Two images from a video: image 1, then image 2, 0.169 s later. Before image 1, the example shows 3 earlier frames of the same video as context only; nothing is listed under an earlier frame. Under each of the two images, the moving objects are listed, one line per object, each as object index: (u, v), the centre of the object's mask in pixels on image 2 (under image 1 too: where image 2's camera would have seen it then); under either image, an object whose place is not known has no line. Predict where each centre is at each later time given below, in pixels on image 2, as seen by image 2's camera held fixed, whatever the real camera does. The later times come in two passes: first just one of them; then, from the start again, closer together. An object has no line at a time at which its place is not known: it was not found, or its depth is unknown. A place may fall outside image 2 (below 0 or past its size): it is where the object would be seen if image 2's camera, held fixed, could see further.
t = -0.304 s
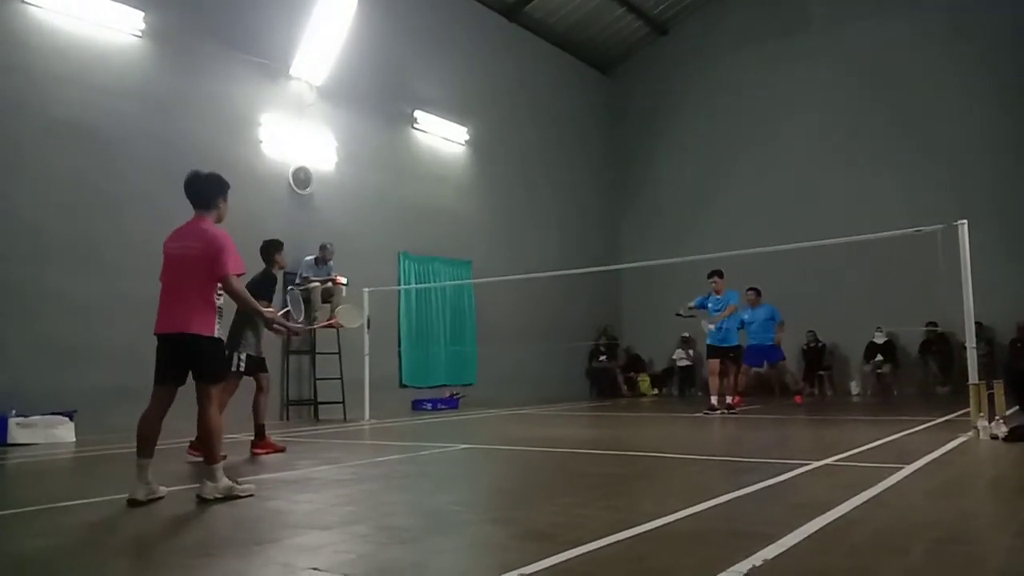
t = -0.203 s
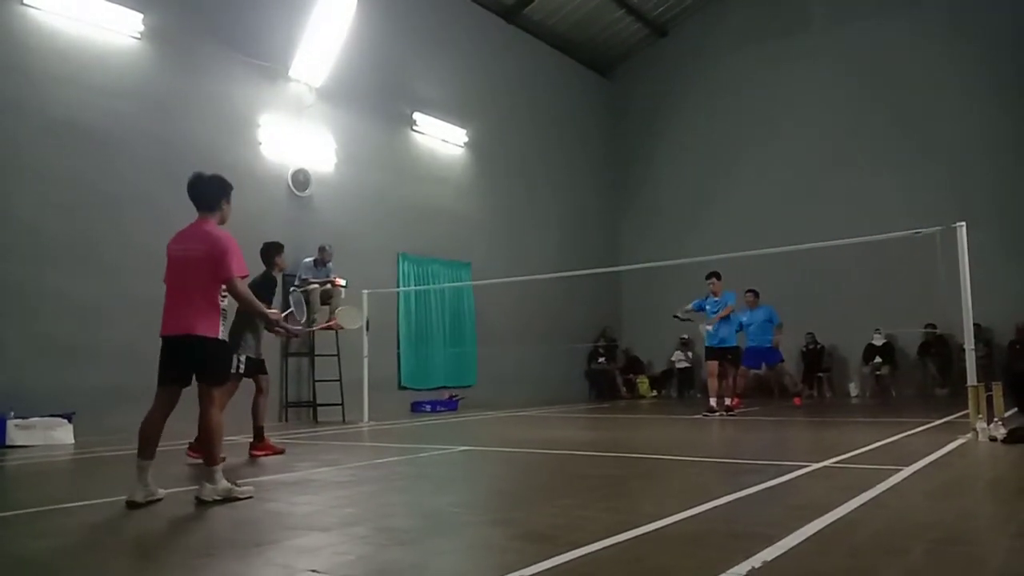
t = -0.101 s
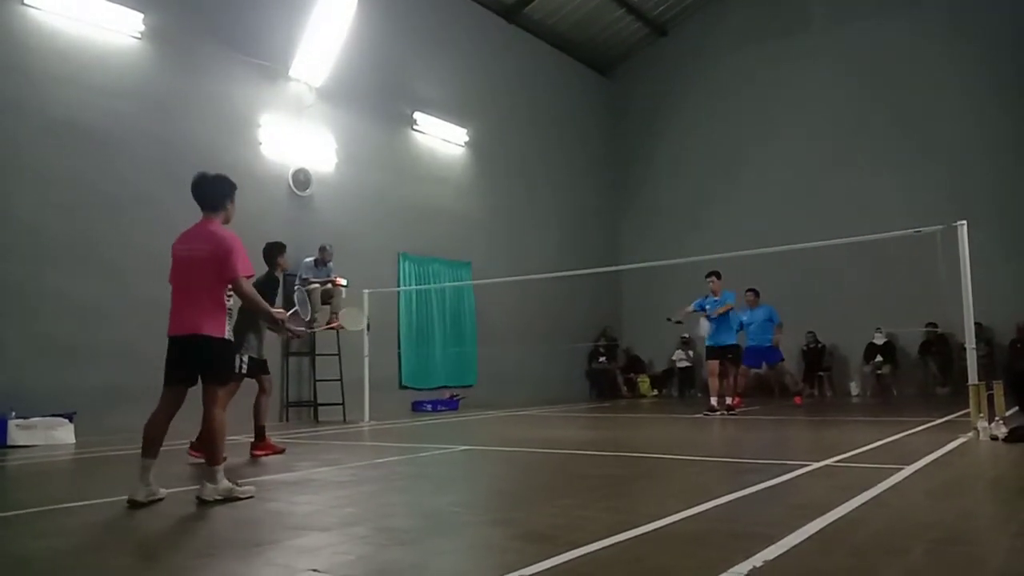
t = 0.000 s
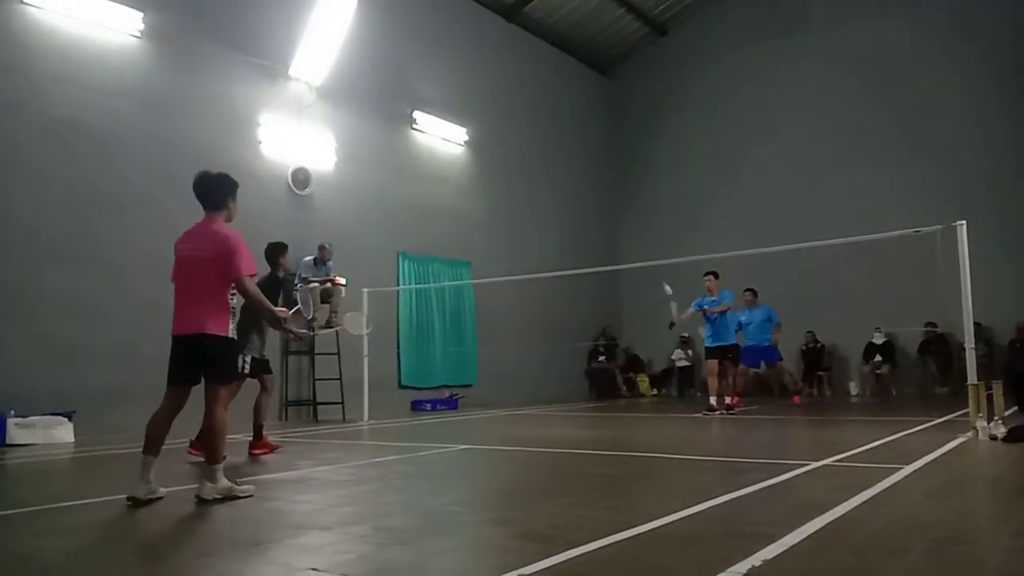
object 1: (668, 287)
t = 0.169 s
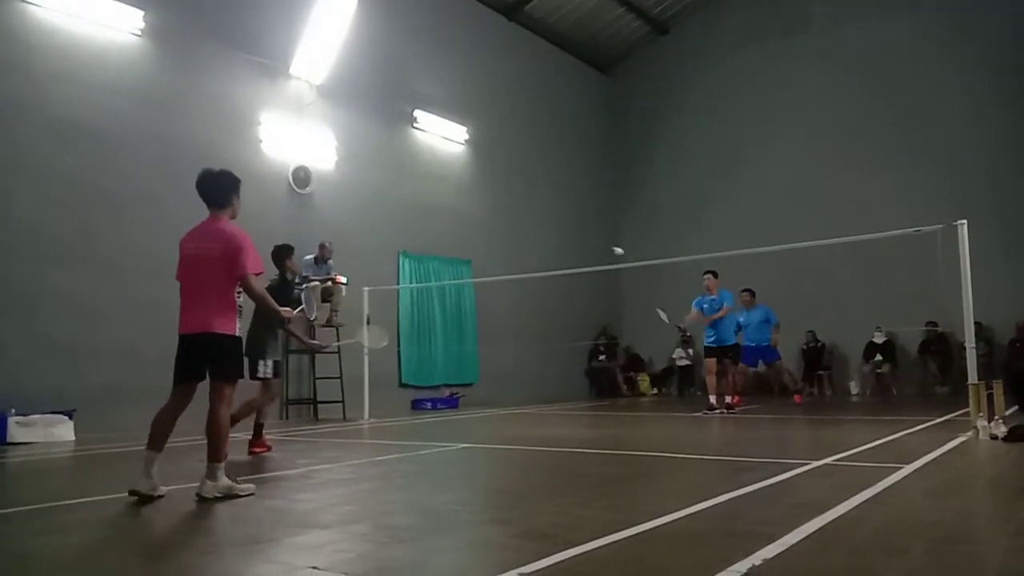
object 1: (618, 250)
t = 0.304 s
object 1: (583, 242)
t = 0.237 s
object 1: (601, 244)
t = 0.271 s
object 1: (592, 242)
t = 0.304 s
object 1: (583, 242)
